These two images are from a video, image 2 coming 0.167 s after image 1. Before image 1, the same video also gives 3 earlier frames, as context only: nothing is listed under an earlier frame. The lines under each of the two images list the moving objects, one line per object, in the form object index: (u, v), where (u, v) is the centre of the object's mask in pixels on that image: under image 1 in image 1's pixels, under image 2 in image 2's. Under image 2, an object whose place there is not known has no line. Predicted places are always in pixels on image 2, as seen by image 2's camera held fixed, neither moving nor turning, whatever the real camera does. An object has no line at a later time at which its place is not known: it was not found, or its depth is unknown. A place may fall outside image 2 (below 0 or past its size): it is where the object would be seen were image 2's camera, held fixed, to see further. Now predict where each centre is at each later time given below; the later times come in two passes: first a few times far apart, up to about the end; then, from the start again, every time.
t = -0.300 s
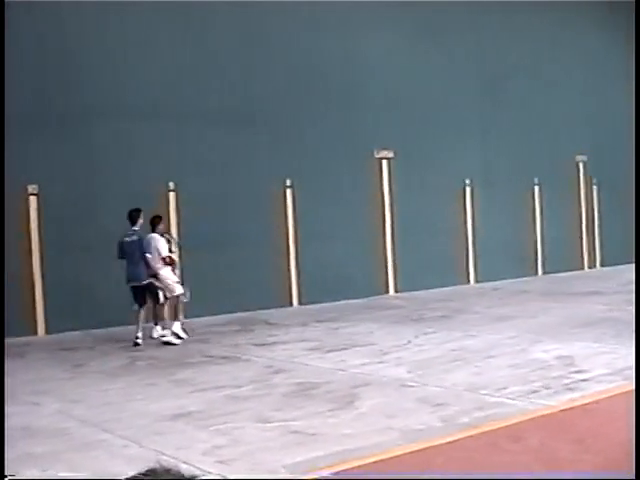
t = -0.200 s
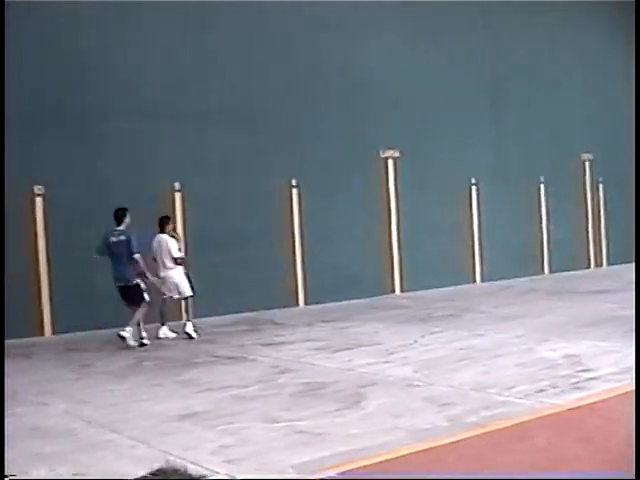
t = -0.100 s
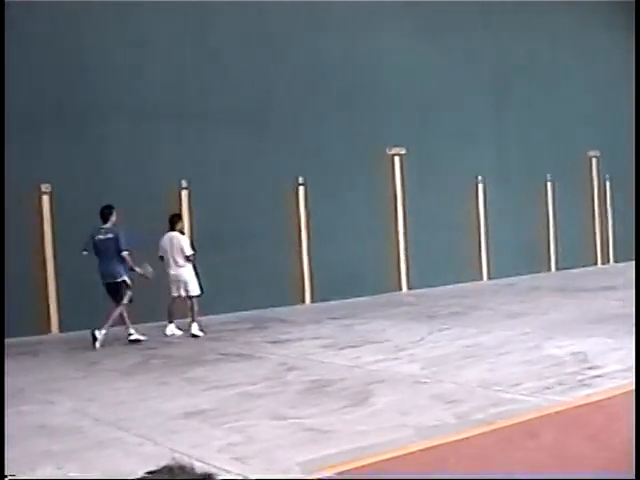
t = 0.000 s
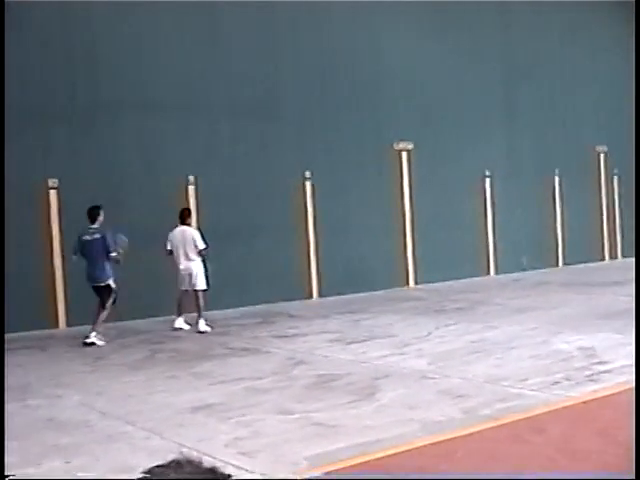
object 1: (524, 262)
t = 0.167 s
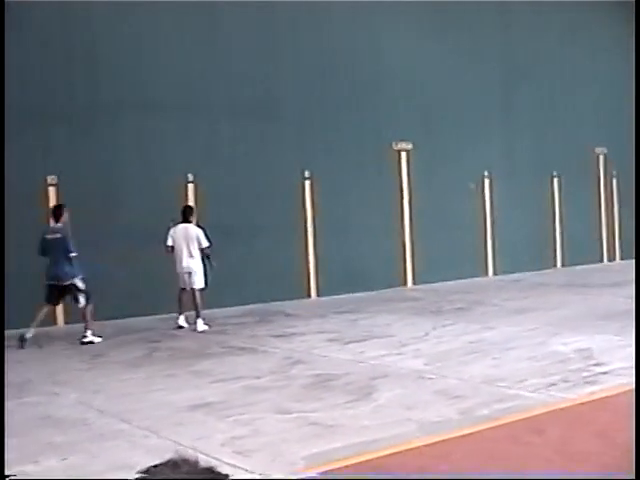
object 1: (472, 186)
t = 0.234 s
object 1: (448, 157)
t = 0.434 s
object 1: (377, 88)
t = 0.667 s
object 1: (288, 31)
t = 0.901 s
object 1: (193, 7)
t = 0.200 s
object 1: (459, 171)
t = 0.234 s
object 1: (448, 157)
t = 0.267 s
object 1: (436, 143)
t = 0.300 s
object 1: (425, 132)
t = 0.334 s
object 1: (413, 119)
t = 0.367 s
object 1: (401, 108)
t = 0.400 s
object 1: (389, 96)
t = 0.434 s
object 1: (377, 88)
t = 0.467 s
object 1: (365, 77)
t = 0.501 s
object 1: (353, 68)
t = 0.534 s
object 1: (340, 59)
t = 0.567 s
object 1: (327, 50)
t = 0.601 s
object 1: (315, 44)
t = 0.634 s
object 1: (301, 37)
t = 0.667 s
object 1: (288, 31)
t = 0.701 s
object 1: (275, 25)
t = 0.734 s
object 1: (261, 21)
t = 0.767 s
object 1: (248, 17)
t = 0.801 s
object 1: (234, 13)
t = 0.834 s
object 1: (221, 11)
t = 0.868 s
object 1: (207, 9)
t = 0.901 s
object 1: (193, 7)
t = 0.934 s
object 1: (178, 7)
